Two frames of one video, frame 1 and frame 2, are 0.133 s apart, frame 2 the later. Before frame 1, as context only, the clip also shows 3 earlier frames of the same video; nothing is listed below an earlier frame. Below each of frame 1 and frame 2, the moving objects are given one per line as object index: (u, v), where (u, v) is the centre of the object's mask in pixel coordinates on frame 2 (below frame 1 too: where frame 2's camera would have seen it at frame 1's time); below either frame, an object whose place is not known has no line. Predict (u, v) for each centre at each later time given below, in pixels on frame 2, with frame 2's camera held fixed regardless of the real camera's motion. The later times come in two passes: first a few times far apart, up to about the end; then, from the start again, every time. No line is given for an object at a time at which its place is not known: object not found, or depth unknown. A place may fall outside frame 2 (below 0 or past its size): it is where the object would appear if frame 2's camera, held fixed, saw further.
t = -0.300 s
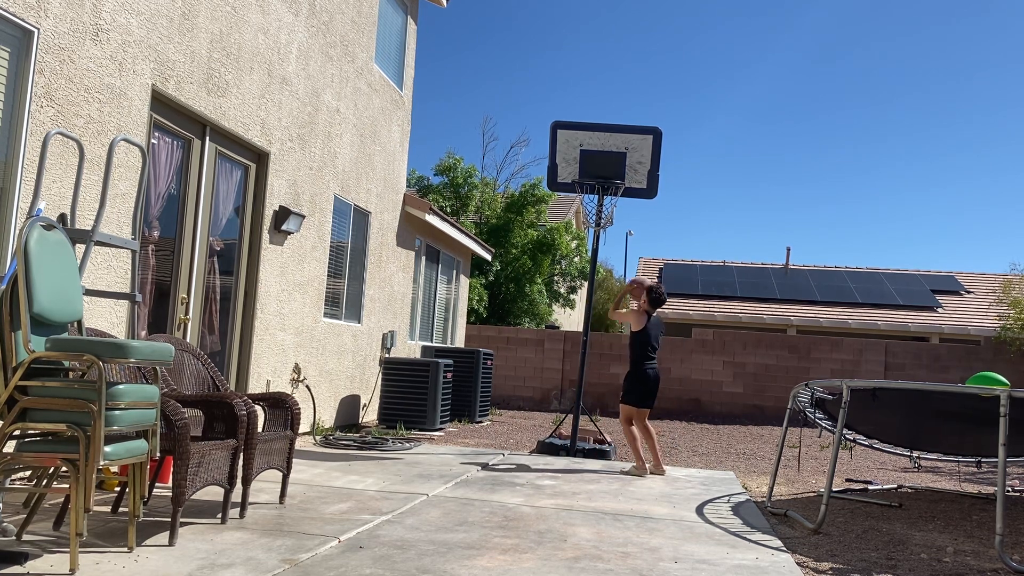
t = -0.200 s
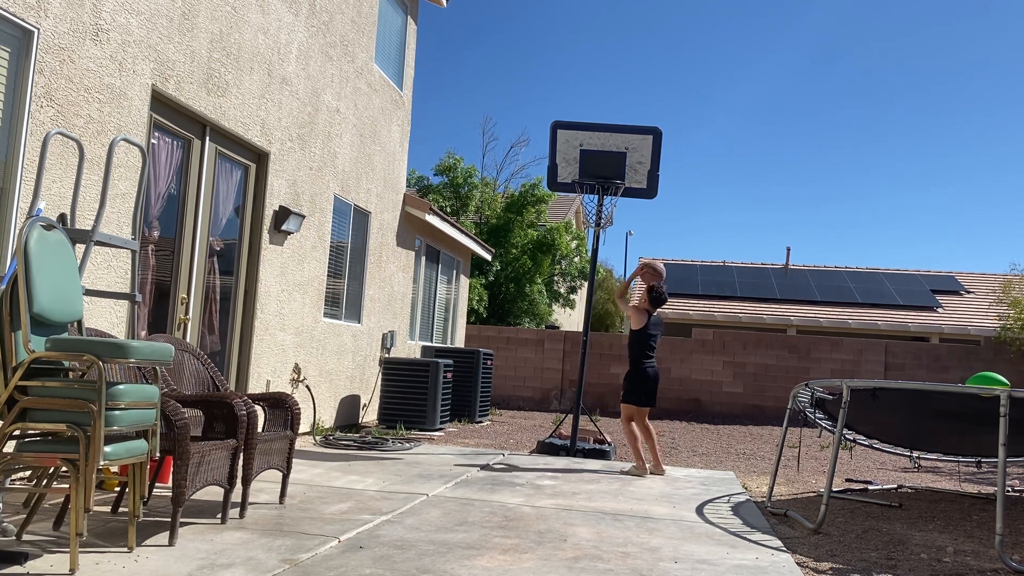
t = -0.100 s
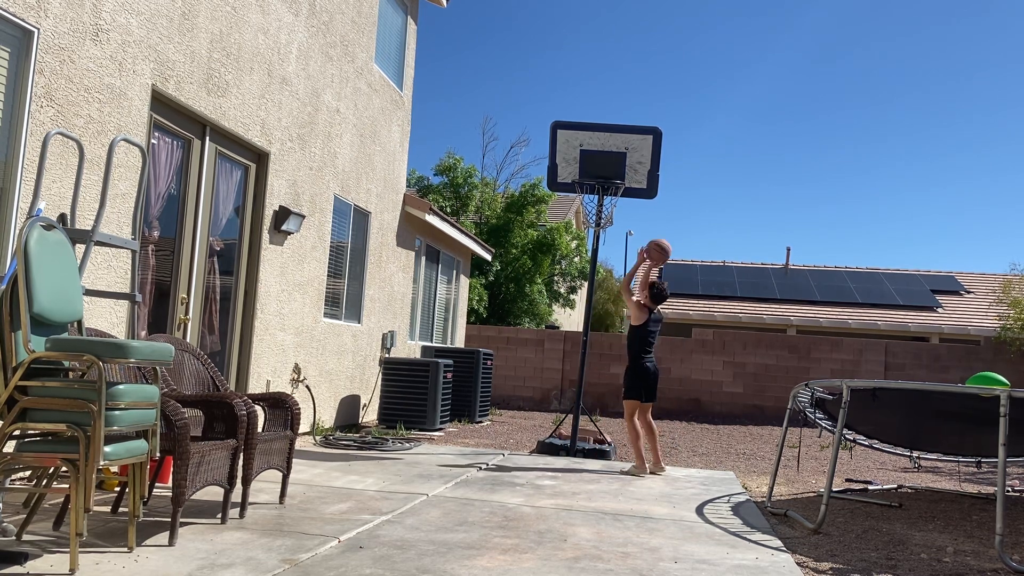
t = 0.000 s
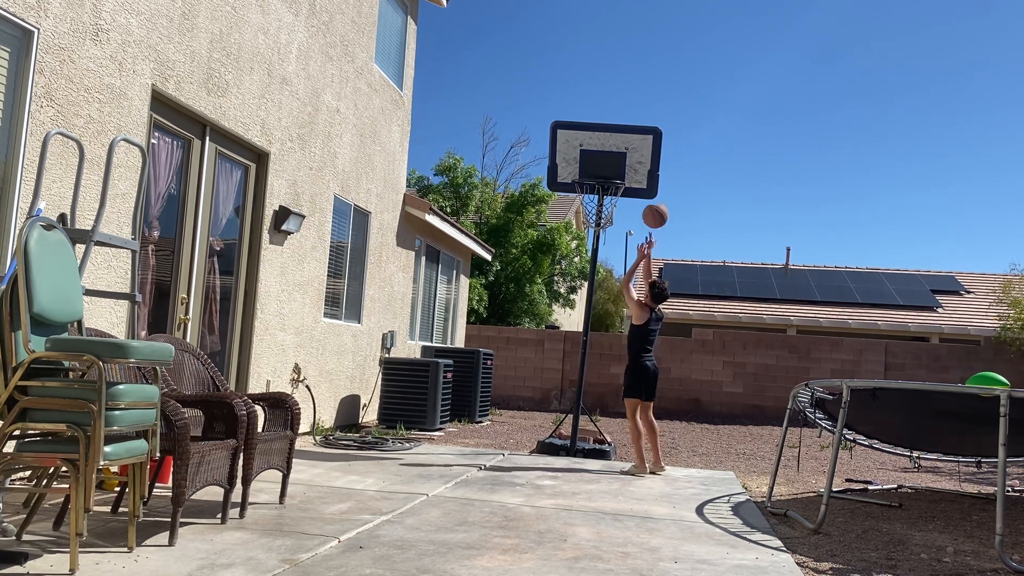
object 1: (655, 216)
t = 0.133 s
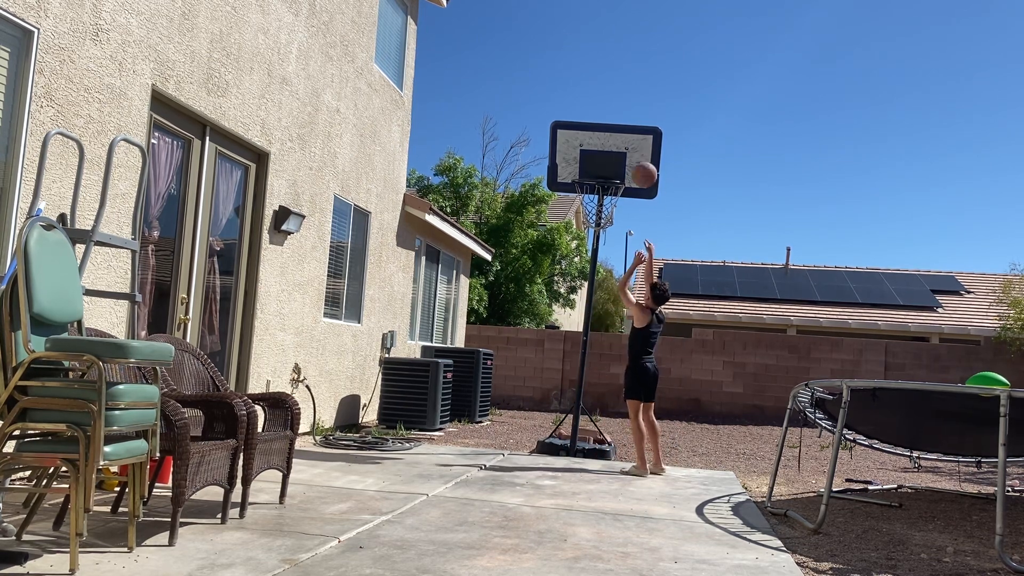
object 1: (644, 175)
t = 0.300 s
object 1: (629, 152)
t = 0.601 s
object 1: (602, 199)
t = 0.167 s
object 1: (641, 167)
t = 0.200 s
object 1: (638, 162)
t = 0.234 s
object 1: (635, 157)
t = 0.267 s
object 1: (632, 154)
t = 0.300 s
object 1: (629, 152)
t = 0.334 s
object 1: (627, 153)
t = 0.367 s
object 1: (624, 154)
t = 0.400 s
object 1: (621, 158)
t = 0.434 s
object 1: (618, 162)
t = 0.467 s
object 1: (615, 167)
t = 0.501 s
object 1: (612, 172)
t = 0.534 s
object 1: (609, 181)
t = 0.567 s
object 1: (605, 189)
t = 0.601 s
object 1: (602, 199)
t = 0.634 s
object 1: (600, 209)
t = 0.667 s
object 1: (596, 221)
